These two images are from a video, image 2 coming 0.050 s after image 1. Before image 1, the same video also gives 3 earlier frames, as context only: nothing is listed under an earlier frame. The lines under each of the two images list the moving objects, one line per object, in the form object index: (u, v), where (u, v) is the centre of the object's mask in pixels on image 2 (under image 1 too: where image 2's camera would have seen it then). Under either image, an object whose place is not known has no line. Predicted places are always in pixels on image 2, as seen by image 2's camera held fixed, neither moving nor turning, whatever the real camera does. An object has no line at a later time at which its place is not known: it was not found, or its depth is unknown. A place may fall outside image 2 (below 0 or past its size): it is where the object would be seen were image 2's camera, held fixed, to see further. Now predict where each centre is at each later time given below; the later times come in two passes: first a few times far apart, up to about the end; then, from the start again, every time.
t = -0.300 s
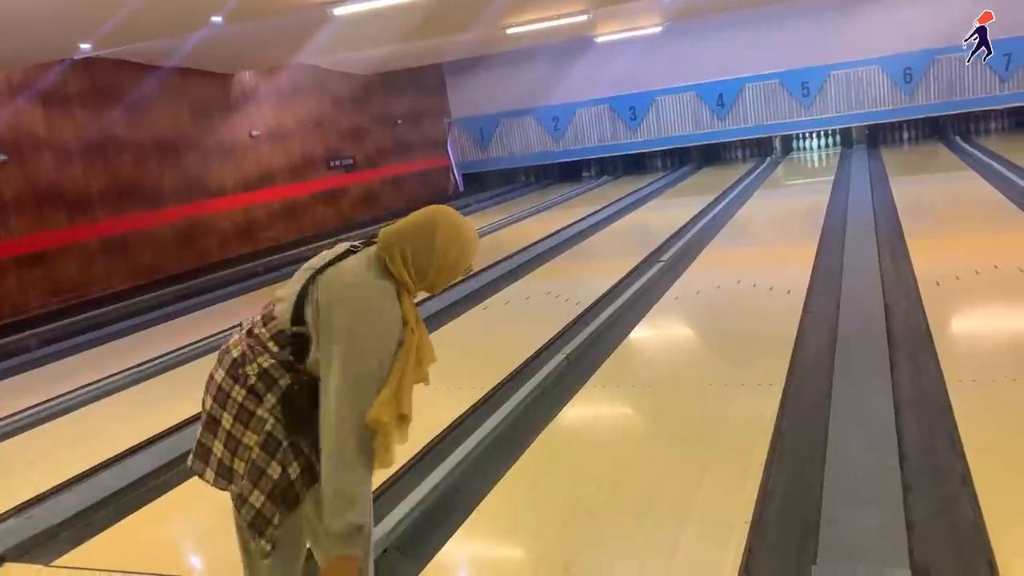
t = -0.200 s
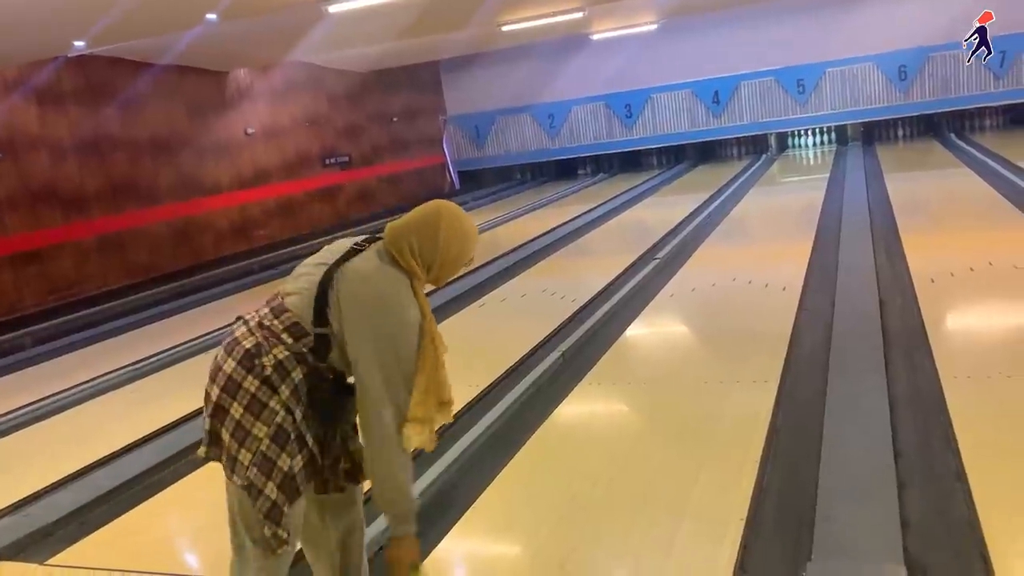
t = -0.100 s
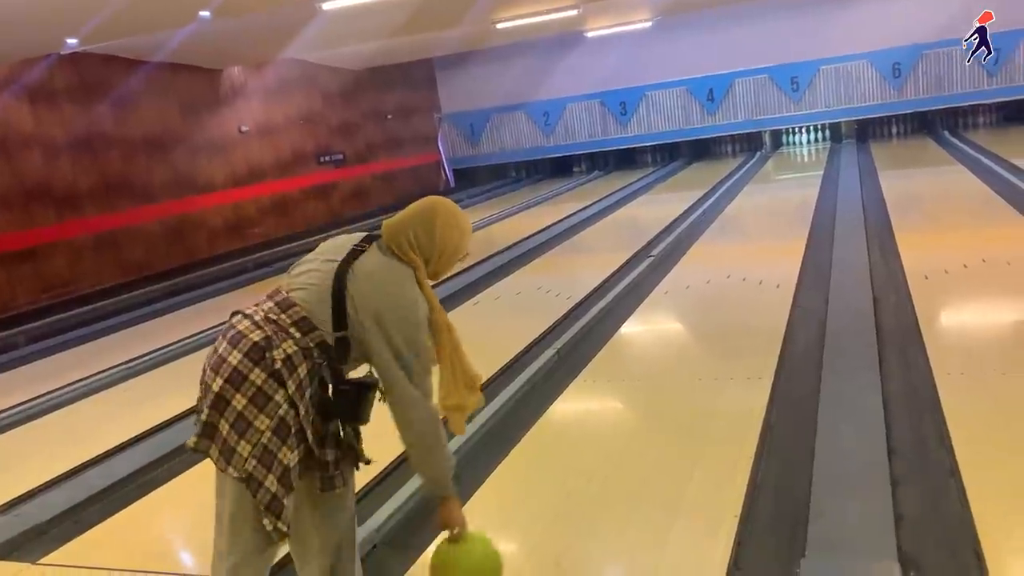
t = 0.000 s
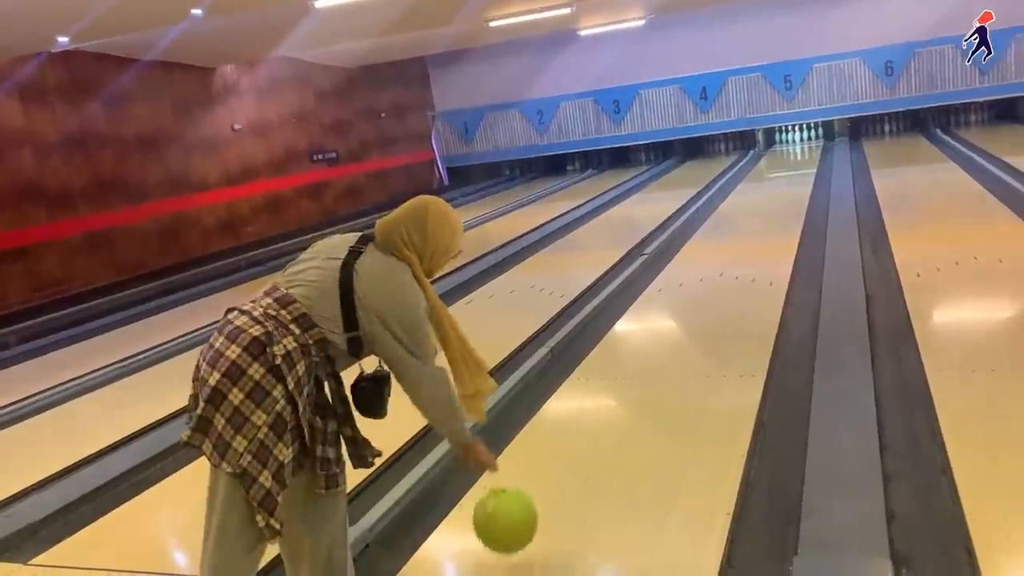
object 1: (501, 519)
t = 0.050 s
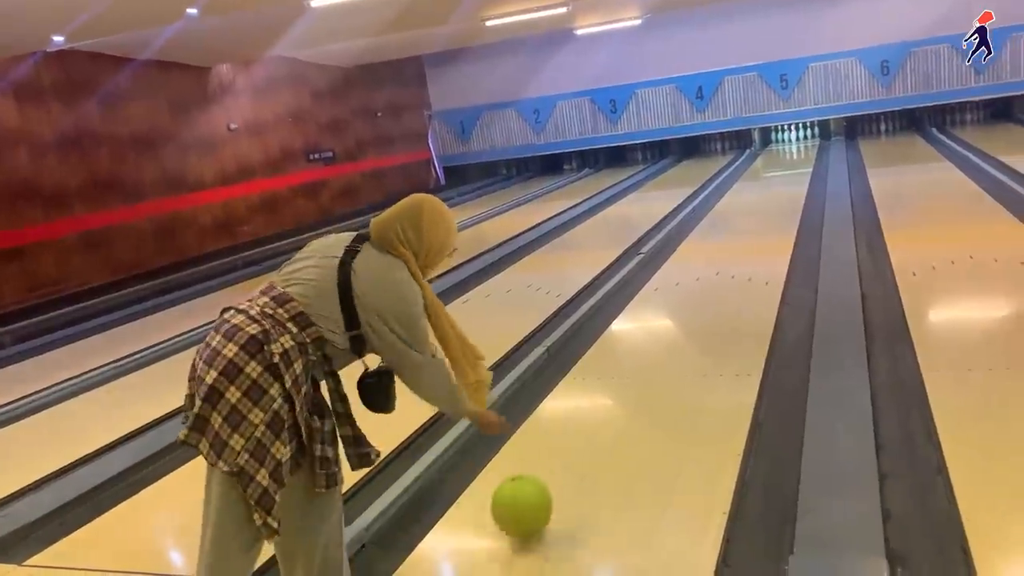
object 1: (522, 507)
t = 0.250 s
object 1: (578, 436)
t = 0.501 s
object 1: (621, 377)
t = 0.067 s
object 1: (528, 503)
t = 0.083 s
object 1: (533, 495)
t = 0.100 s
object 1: (538, 487)
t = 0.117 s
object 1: (543, 480)
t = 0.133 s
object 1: (548, 474)
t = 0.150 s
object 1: (553, 470)
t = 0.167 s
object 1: (558, 464)
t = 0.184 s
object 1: (562, 458)
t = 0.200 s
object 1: (566, 452)
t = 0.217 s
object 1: (570, 446)
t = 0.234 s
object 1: (574, 442)
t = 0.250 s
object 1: (578, 436)
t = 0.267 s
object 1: (581, 431)
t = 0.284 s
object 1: (585, 426)
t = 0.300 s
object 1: (588, 421)
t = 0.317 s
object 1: (591, 417)
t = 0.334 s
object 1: (594, 412)
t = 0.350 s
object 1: (597, 408)
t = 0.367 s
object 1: (600, 404)
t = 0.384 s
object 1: (603, 400)
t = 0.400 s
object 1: (606, 397)
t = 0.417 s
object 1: (609, 393)
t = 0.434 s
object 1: (611, 389)
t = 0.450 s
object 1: (614, 387)
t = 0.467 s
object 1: (616, 383)
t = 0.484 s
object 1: (618, 380)
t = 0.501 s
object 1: (621, 377)
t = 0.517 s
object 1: (623, 374)
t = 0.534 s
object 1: (625, 371)
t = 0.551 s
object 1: (627, 368)
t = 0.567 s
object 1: (629, 366)
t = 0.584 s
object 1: (631, 363)
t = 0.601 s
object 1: (633, 361)
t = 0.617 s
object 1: (635, 359)
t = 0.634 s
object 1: (636, 356)
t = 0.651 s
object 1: (638, 354)
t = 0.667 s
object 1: (640, 352)
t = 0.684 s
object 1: (642, 349)
